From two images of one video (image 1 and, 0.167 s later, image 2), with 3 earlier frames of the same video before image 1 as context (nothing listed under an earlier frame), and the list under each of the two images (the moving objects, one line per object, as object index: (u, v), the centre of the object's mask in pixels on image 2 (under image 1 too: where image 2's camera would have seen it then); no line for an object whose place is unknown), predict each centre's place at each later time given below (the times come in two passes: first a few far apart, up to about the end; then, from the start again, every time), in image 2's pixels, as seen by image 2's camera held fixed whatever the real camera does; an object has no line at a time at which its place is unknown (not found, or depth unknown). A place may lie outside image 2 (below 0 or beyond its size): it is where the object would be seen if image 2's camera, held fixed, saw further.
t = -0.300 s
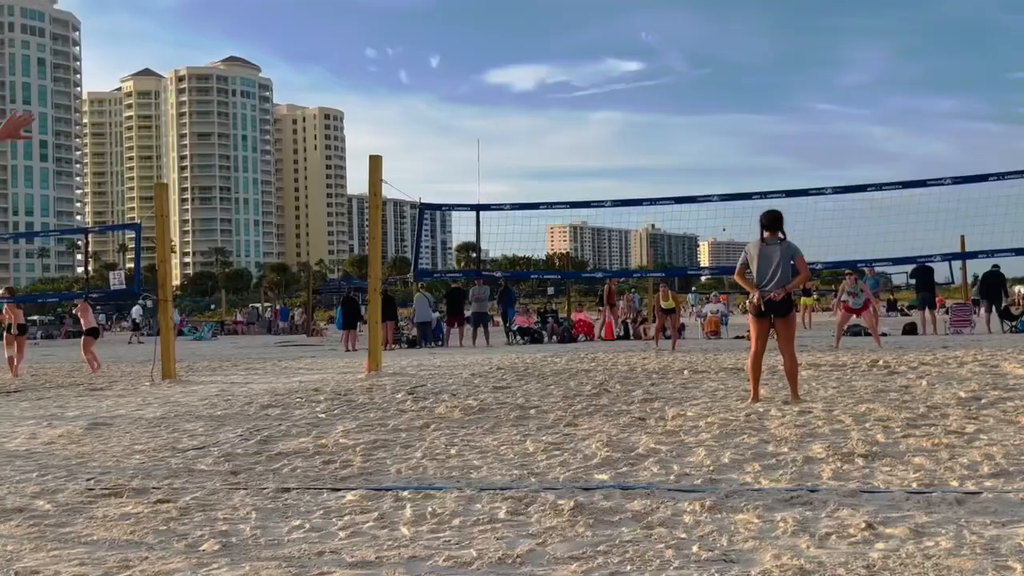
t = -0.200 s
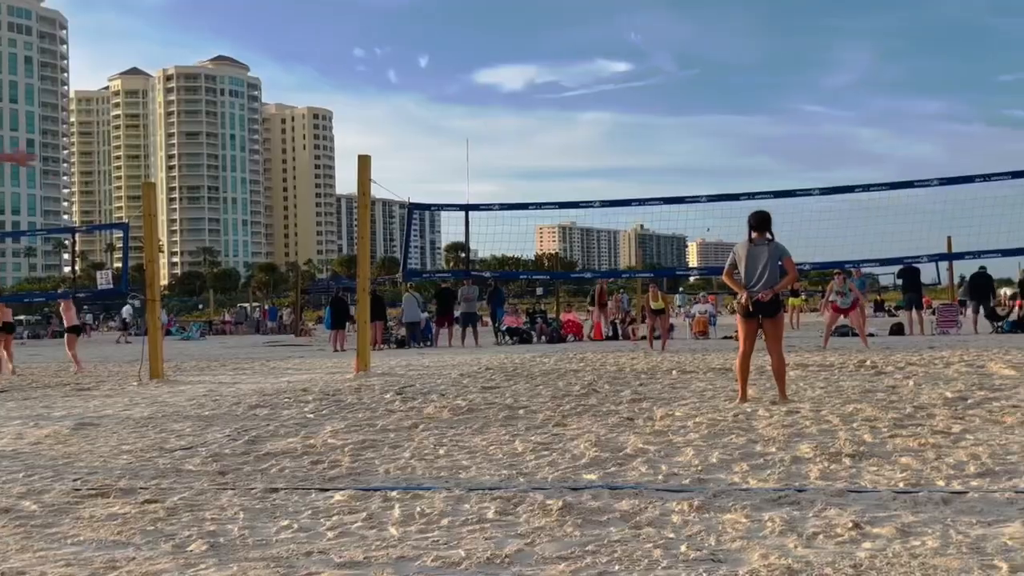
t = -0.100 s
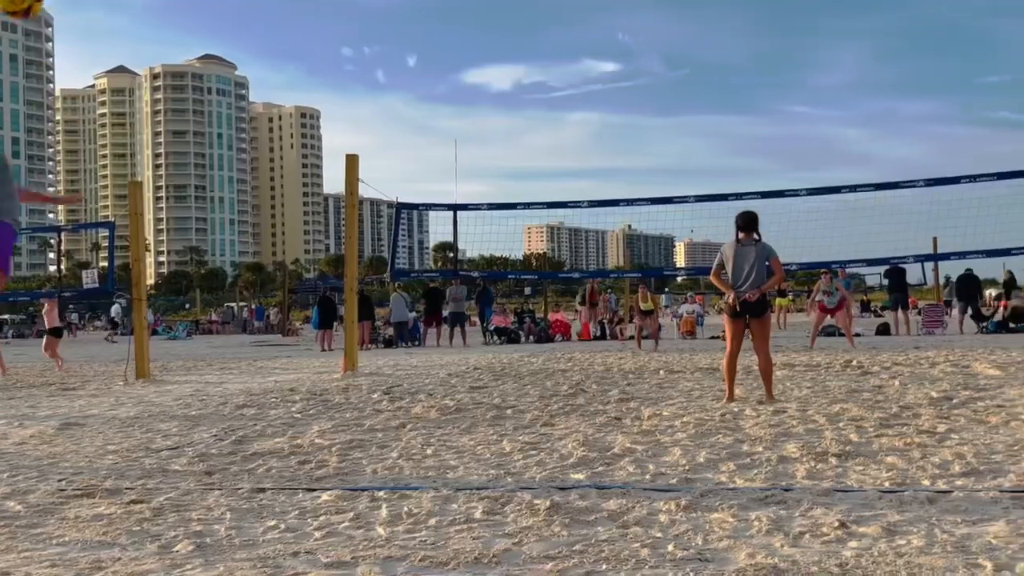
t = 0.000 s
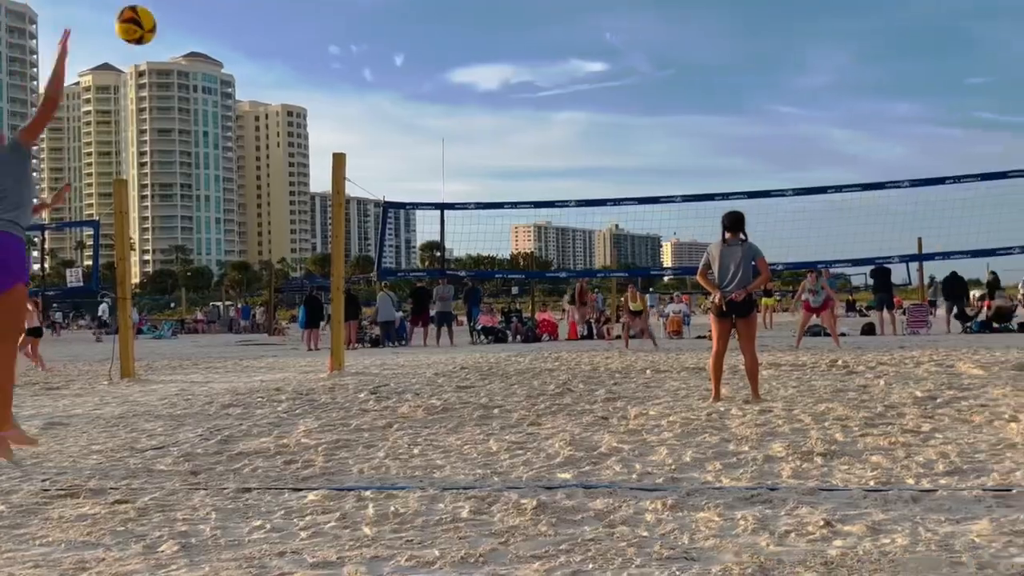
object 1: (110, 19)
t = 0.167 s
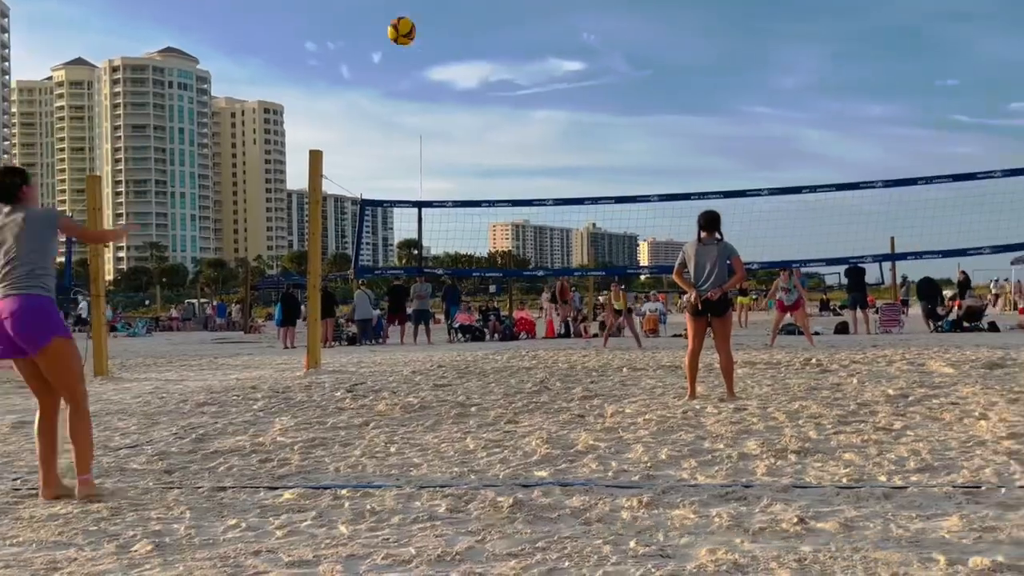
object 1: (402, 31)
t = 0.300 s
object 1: (536, 58)
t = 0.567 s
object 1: (698, 134)
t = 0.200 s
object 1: (441, 36)
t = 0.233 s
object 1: (476, 43)
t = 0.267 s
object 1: (508, 50)
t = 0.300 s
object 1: (536, 58)
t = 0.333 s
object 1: (563, 66)
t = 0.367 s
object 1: (587, 75)
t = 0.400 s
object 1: (609, 84)
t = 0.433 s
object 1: (629, 94)
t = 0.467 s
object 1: (648, 103)
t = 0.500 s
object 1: (666, 113)
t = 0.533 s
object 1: (683, 123)
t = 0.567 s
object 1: (698, 134)
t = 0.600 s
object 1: (713, 144)
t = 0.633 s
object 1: (726, 155)
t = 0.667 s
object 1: (740, 165)
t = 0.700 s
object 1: (753, 175)
